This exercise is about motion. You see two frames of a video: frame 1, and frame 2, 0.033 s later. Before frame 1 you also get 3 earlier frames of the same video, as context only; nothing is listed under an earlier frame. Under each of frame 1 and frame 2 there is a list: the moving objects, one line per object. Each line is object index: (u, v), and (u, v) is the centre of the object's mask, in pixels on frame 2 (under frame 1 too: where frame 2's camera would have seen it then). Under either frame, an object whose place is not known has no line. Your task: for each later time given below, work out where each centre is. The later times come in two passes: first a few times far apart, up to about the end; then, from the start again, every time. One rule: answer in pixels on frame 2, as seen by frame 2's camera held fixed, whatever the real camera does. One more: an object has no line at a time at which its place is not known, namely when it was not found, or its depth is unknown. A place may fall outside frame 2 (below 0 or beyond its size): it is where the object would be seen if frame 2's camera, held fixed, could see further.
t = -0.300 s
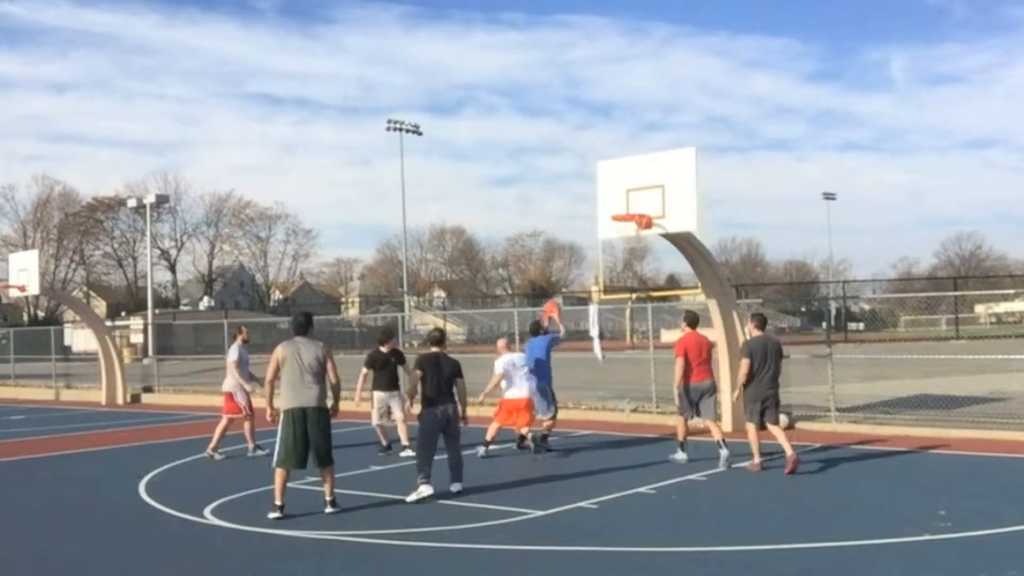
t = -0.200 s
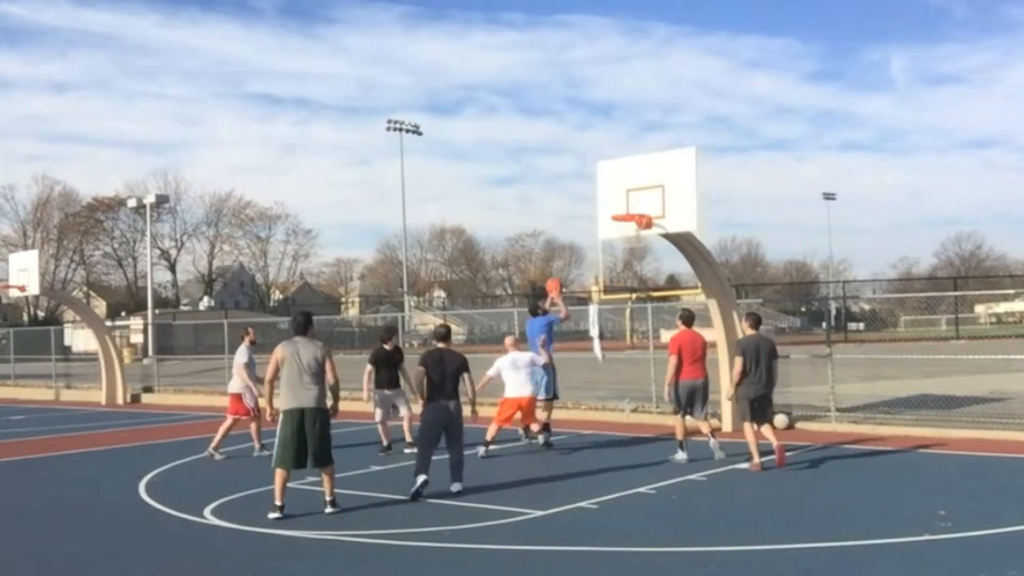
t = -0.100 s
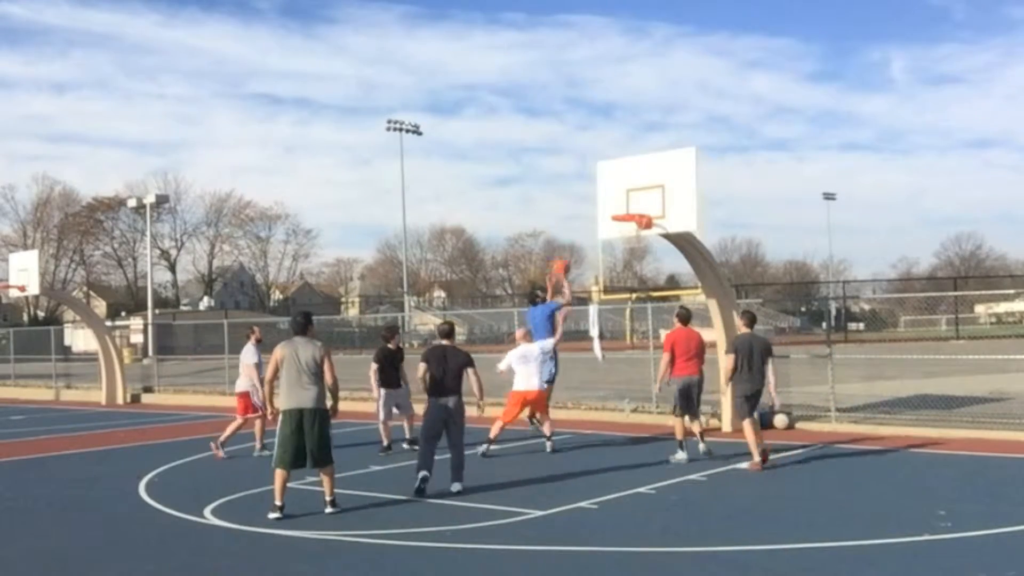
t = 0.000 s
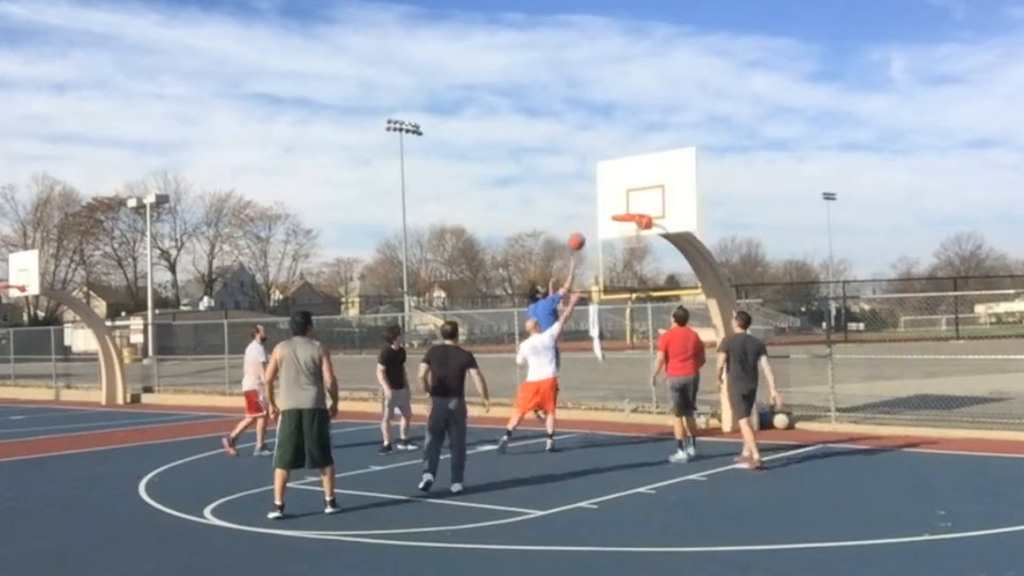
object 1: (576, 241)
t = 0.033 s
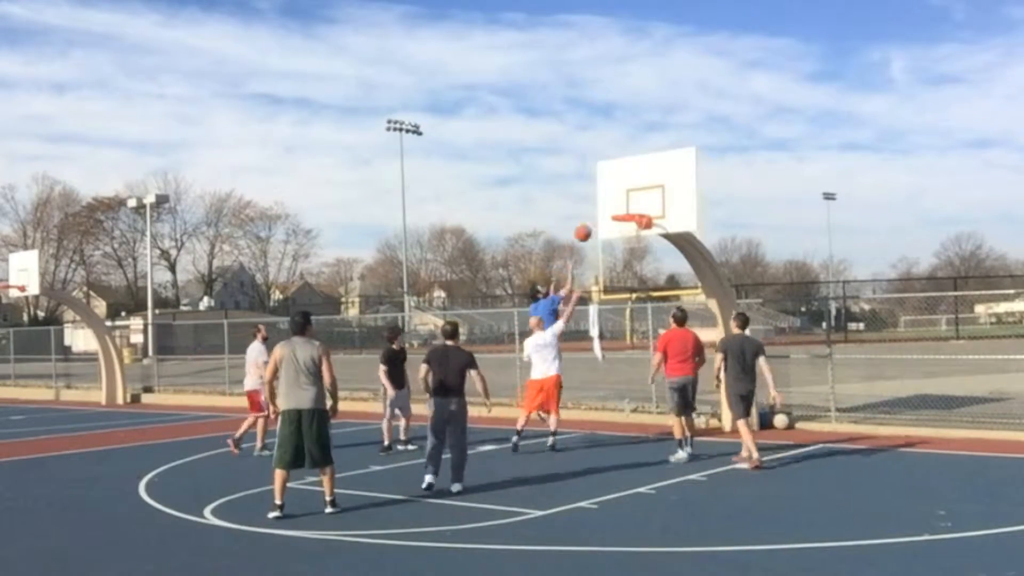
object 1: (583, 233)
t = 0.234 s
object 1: (623, 202)
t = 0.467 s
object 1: (624, 207)
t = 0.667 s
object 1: (632, 240)
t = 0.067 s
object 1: (588, 225)
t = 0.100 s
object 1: (595, 219)
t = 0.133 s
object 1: (601, 213)
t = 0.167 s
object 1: (608, 208)
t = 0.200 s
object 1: (617, 205)
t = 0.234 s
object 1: (623, 202)
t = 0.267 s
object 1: (624, 200)
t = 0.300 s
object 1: (623, 199)
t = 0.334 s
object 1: (623, 199)
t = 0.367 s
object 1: (623, 200)
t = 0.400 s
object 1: (623, 202)
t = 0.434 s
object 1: (623, 204)
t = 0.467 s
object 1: (624, 207)
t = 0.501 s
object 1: (624, 210)
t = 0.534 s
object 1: (624, 217)
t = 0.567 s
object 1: (626, 224)
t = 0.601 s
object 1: (628, 229)
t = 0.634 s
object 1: (631, 234)
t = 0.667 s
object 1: (632, 240)
